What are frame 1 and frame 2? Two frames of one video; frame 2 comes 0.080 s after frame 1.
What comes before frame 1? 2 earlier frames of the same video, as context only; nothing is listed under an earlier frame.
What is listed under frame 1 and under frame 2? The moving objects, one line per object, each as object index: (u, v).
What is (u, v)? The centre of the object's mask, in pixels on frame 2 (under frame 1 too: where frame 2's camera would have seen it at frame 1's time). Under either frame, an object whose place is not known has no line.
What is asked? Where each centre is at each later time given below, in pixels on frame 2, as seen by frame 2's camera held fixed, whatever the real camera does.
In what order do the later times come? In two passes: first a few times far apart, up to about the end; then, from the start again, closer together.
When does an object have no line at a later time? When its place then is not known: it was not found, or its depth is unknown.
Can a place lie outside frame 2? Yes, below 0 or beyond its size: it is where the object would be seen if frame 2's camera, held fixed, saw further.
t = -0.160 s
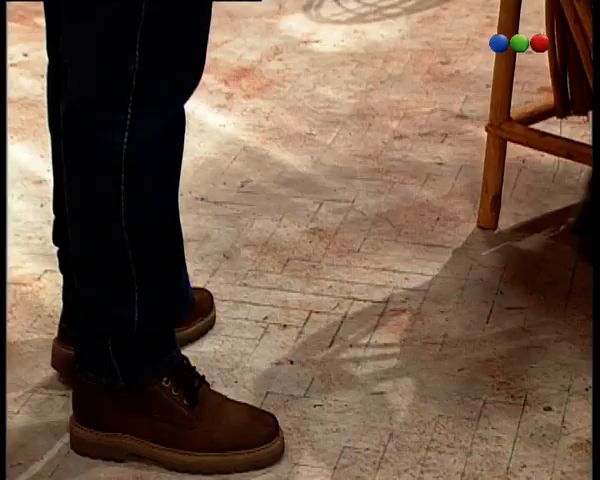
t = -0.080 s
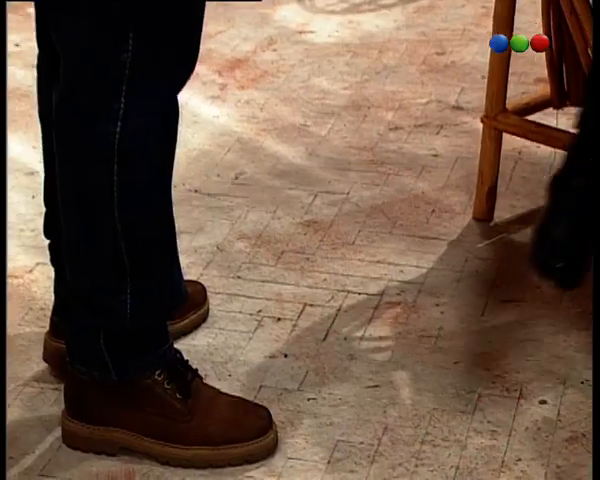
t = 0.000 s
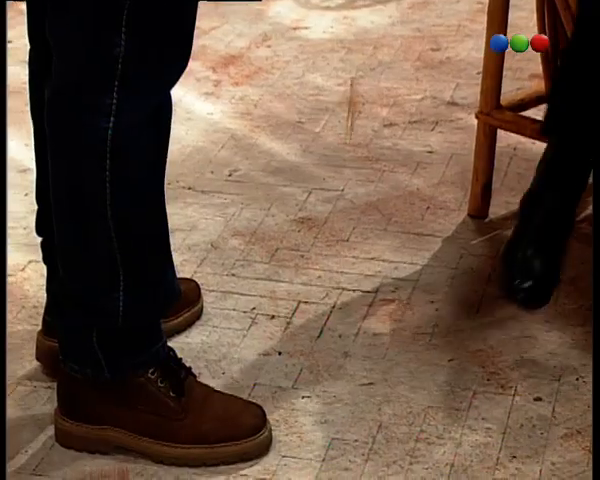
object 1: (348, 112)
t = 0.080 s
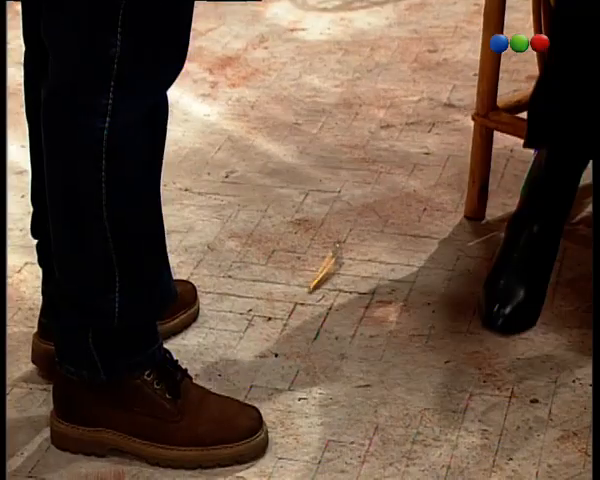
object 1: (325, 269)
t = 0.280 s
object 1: (288, 231)
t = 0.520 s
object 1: (250, 300)
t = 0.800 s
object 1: (238, 296)
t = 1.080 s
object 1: (228, 300)
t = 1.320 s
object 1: (221, 299)
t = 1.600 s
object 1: (216, 298)
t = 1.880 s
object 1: (215, 298)
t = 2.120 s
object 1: (215, 298)
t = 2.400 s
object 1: (215, 298)
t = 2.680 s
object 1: (215, 298)
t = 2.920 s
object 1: (215, 298)
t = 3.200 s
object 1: (215, 298)
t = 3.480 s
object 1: (215, 298)
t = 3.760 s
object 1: (214, 298)
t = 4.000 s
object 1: (214, 298)
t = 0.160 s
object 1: (309, 219)
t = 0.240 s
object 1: (292, 218)
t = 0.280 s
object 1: (288, 231)
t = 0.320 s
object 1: (283, 245)
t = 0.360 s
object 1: (277, 246)
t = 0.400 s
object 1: (271, 255)
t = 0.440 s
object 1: (266, 265)
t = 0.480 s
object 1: (261, 294)
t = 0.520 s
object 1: (250, 300)
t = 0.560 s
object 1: (248, 284)
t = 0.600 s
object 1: (245, 280)
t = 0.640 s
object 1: (243, 281)
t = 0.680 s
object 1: (241, 285)
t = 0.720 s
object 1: (240, 295)
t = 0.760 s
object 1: (238, 303)
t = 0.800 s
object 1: (238, 296)
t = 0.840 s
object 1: (236, 300)
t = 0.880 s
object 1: (234, 299)
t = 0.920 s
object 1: (233, 298)
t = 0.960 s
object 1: (231, 302)
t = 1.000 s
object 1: (230, 301)
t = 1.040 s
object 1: (229, 300)
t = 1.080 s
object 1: (228, 300)
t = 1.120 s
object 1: (226, 300)
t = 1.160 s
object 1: (225, 300)
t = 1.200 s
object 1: (224, 300)
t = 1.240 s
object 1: (223, 299)
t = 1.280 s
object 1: (222, 299)
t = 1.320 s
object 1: (221, 299)
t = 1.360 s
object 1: (220, 299)
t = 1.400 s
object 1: (219, 299)
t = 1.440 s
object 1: (218, 299)
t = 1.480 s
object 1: (218, 298)
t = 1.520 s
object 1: (217, 298)
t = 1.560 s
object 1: (216, 298)
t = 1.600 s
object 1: (216, 298)
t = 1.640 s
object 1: (215, 298)
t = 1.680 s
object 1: (215, 298)
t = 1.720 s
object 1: (215, 298)
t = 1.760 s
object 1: (215, 297)
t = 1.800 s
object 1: (215, 298)
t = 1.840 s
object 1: (215, 298)
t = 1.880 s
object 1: (215, 298)
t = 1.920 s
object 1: (215, 298)
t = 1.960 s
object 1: (215, 298)
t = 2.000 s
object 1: (214, 298)
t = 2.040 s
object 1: (215, 298)
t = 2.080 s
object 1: (215, 298)
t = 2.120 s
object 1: (215, 298)
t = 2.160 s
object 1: (215, 298)
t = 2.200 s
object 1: (215, 298)
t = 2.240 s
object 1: (215, 298)
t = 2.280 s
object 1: (215, 298)
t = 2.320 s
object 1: (215, 298)
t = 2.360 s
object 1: (215, 298)
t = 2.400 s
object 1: (215, 298)
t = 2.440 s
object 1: (214, 298)
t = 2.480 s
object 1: (215, 298)
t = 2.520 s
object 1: (214, 298)
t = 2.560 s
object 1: (215, 298)
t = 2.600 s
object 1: (215, 298)
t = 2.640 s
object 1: (215, 298)
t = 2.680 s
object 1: (215, 298)
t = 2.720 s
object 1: (215, 298)
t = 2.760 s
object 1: (215, 298)
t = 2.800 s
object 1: (215, 298)
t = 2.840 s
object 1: (215, 298)
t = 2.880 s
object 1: (215, 297)
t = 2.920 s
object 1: (215, 298)
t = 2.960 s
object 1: (215, 298)
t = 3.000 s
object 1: (215, 298)
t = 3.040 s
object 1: (215, 298)
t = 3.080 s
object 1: (215, 298)
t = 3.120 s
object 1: (215, 297)
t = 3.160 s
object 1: (215, 298)
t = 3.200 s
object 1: (215, 298)
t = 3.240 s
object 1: (215, 298)
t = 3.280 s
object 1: (215, 298)
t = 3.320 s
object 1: (215, 298)
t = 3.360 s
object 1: (215, 298)
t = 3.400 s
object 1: (215, 298)
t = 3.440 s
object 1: (215, 298)
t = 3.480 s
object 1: (215, 298)
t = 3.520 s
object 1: (215, 297)
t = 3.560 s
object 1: (215, 298)
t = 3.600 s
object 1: (215, 298)
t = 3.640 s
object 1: (215, 298)
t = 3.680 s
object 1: (215, 298)
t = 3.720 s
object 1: (215, 298)
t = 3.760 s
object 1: (214, 298)
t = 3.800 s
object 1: (214, 298)
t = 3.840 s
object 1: (214, 298)
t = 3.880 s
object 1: (214, 298)
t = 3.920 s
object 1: (214, 298)
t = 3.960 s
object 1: (214, 298)
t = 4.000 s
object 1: (214, 298)
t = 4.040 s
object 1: (214, 298)
